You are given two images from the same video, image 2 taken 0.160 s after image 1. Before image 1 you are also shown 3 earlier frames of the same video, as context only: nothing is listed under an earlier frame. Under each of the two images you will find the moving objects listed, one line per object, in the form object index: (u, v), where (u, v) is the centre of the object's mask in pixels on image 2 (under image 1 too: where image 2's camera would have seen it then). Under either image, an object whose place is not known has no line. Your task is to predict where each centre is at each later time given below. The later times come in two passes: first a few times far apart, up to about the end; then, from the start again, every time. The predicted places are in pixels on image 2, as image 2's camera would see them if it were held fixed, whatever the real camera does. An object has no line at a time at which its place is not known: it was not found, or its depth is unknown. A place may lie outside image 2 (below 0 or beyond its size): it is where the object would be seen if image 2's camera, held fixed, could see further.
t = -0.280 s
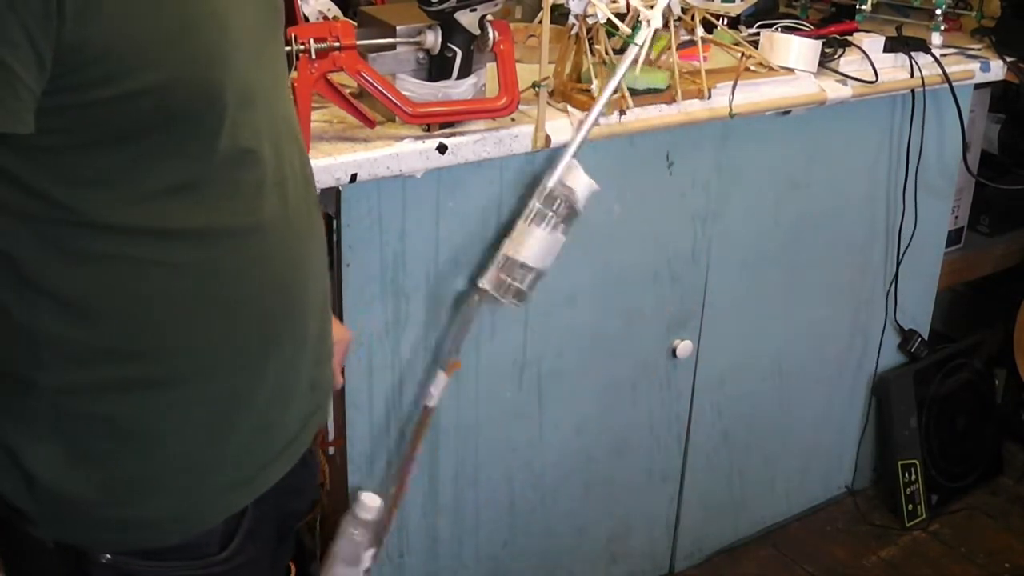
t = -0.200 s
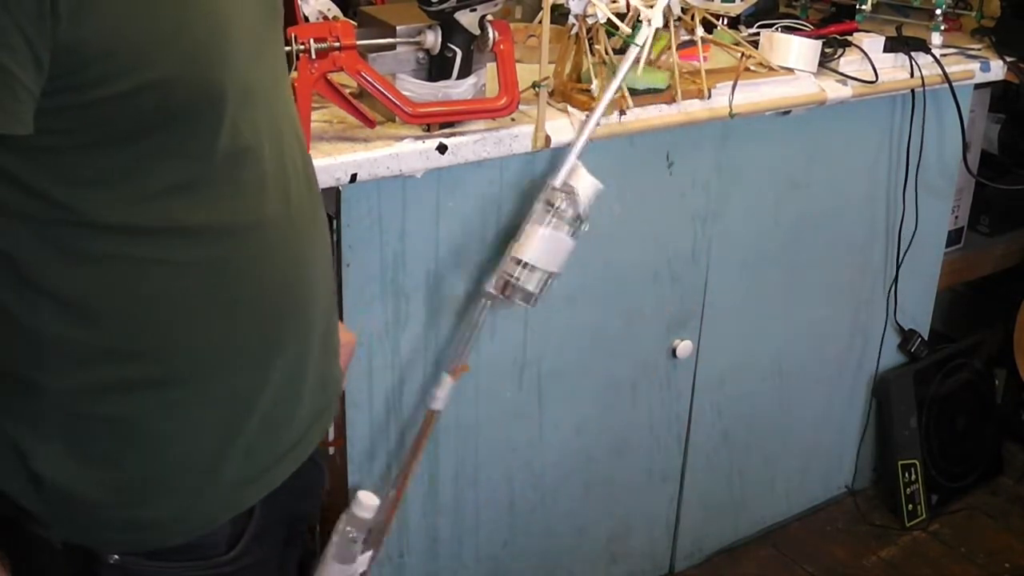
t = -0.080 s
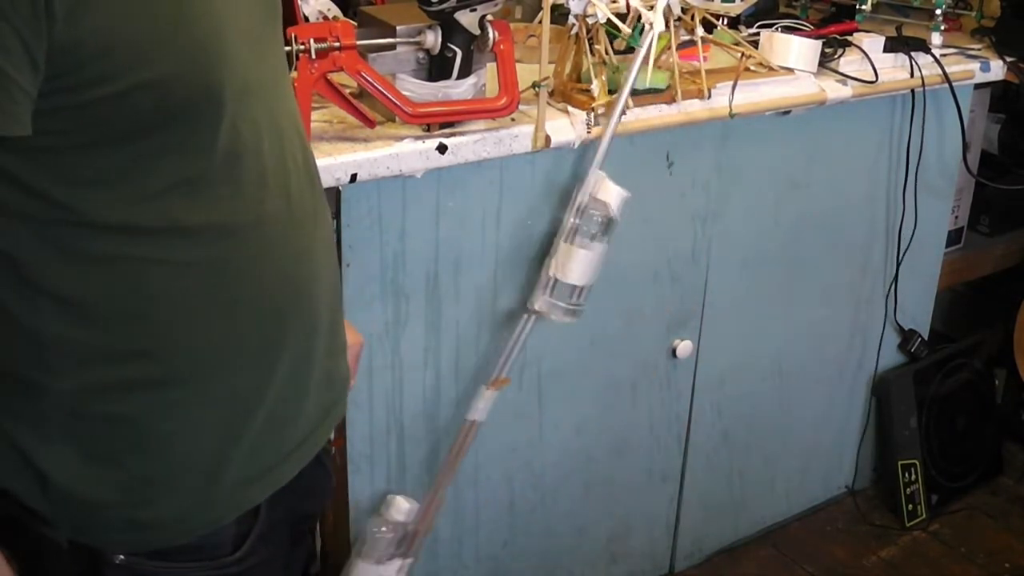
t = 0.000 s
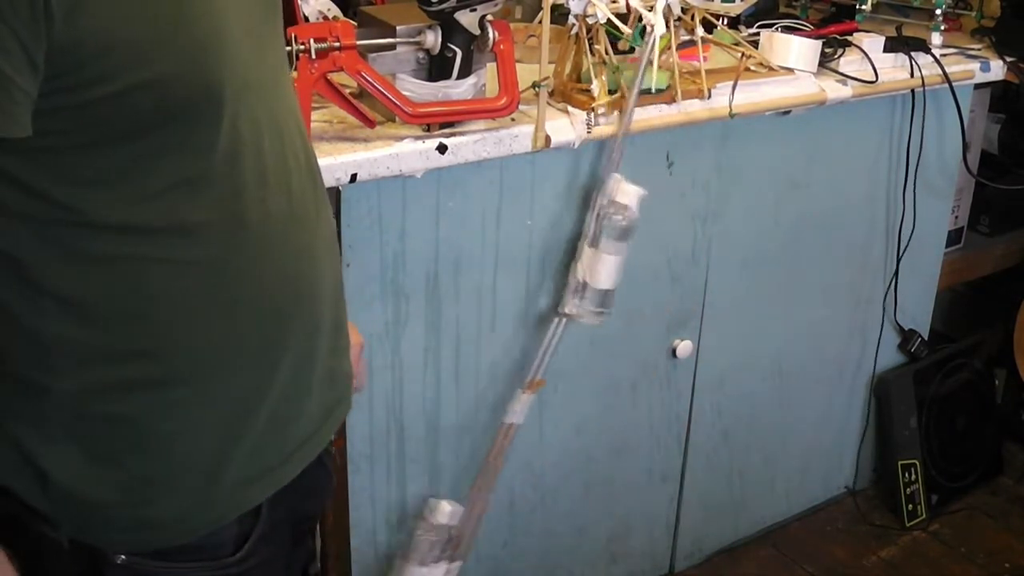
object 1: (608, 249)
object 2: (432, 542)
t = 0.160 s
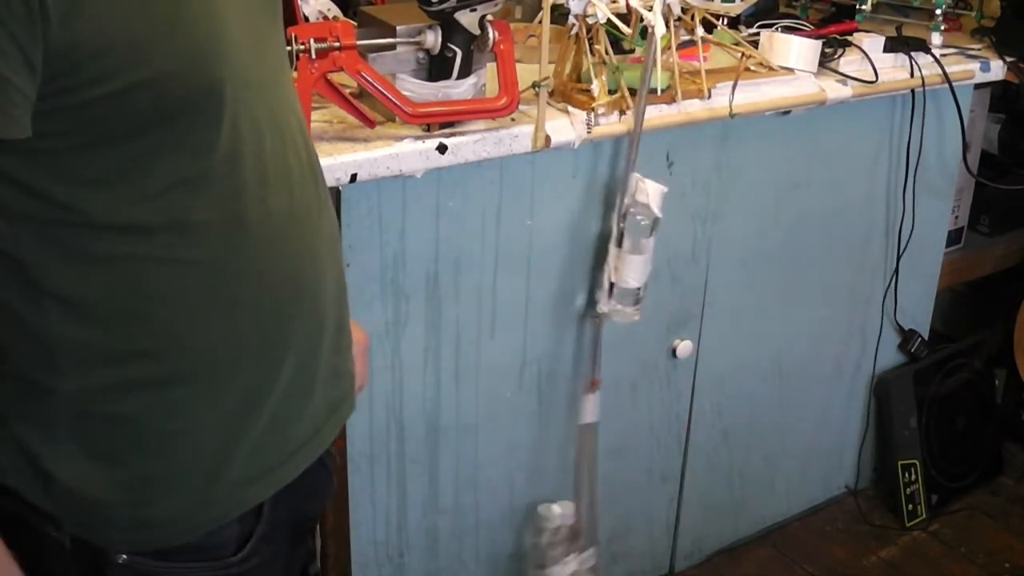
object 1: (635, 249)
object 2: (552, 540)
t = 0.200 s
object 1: (637, 249)
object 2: (595, 540)
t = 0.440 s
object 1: (695, 231)
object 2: (757, 451)
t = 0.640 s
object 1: (735, 199)
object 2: (796, 420)
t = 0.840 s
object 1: (712, 220)
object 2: (757, 455)
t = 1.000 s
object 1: (679, 237)
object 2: (667, 518)
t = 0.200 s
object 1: (637, 249)
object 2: (595, 540)
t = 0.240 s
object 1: (641, 247)
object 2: (629, 532)
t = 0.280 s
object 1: (646, 248)
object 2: (663, 517)
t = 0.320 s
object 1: (654, 248)
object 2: (691, 498)
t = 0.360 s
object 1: (667, 244)
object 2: (718, 481)
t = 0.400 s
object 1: (680, 239)
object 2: (739, 465)
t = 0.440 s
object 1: (695, 231)
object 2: (757, 451)
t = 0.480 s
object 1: (709, 223)
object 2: (773, 440)
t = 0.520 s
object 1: (721, 214)
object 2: (784, 431)
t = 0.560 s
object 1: (730, 206)
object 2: (792, 425)
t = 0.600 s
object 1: (734, 201)
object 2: (795, 421)
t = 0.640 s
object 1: (735, 199)
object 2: (796, 420)
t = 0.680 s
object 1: (734, 200)
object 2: (794, 421)
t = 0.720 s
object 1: (733, 203)
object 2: (789, 426)
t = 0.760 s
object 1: (727, 209)
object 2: (782, 433)
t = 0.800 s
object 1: (719, 215)
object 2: (771, 443)
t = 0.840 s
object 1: (712, 220)
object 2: (757, 455)
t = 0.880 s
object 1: (704, 225)
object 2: (737, 470)
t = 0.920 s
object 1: (696, 230)
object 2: (717, 485)
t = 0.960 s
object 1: (688, 234)
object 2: (694, 502)
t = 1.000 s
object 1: (679, 237)
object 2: (667, 518)
